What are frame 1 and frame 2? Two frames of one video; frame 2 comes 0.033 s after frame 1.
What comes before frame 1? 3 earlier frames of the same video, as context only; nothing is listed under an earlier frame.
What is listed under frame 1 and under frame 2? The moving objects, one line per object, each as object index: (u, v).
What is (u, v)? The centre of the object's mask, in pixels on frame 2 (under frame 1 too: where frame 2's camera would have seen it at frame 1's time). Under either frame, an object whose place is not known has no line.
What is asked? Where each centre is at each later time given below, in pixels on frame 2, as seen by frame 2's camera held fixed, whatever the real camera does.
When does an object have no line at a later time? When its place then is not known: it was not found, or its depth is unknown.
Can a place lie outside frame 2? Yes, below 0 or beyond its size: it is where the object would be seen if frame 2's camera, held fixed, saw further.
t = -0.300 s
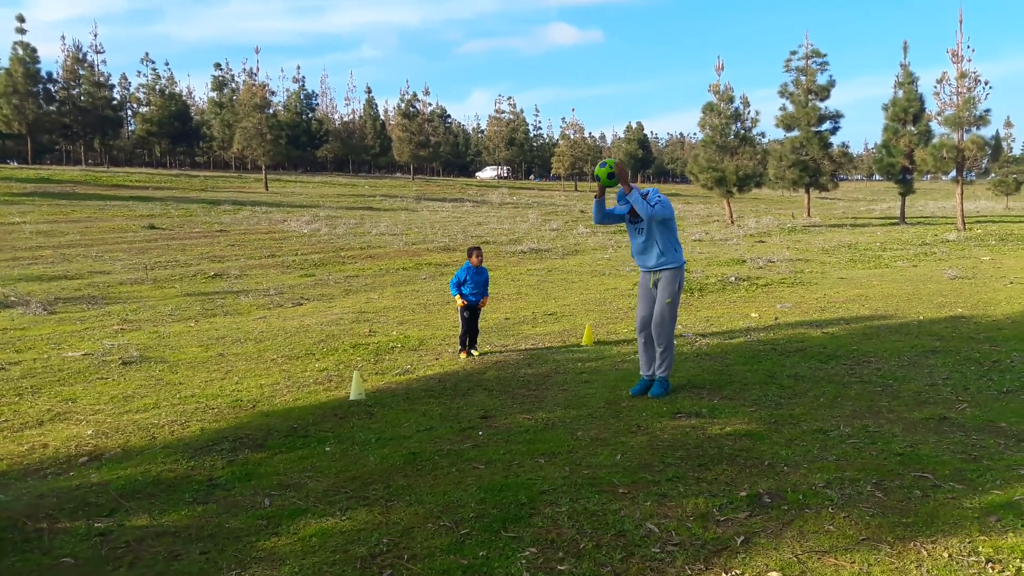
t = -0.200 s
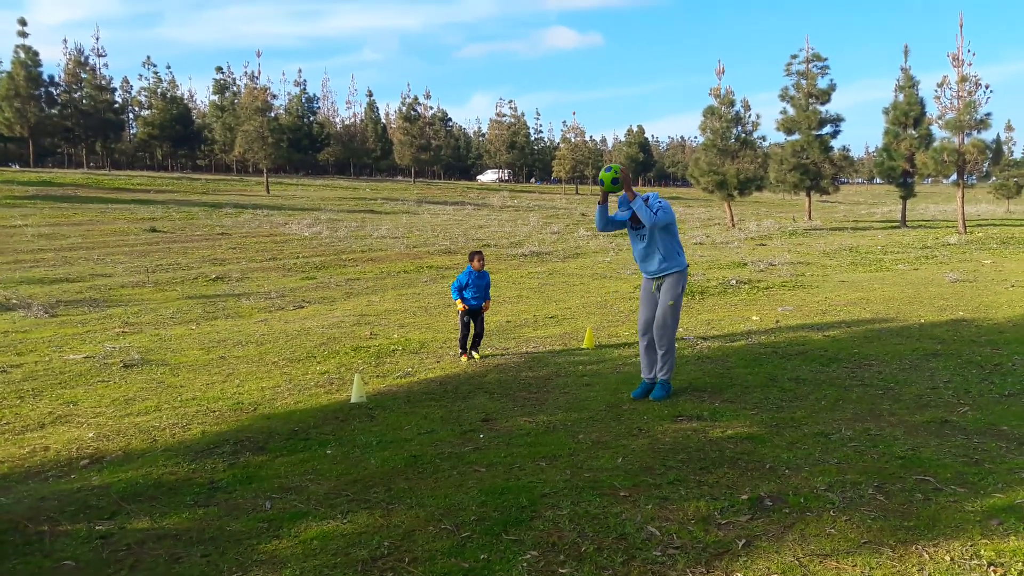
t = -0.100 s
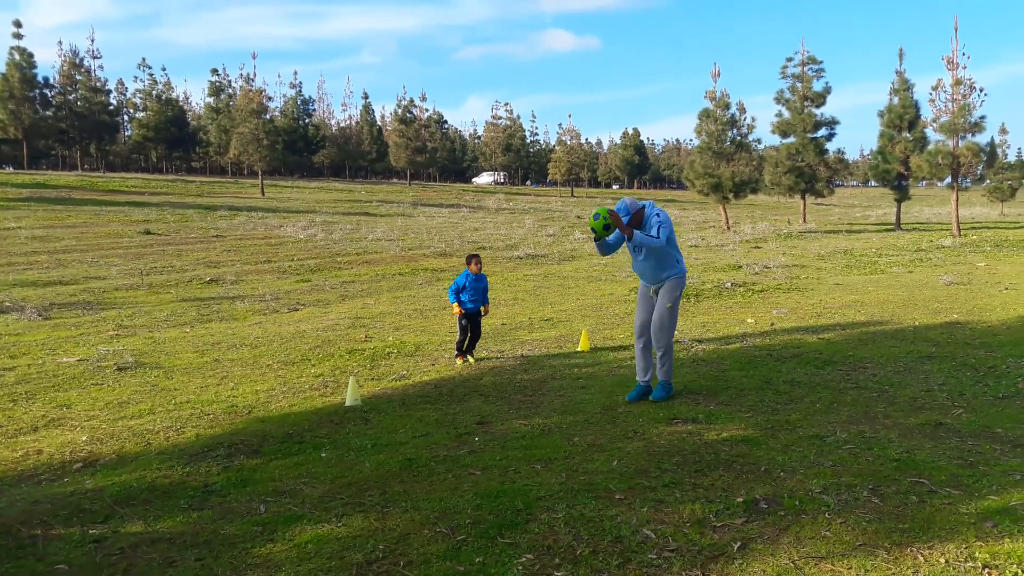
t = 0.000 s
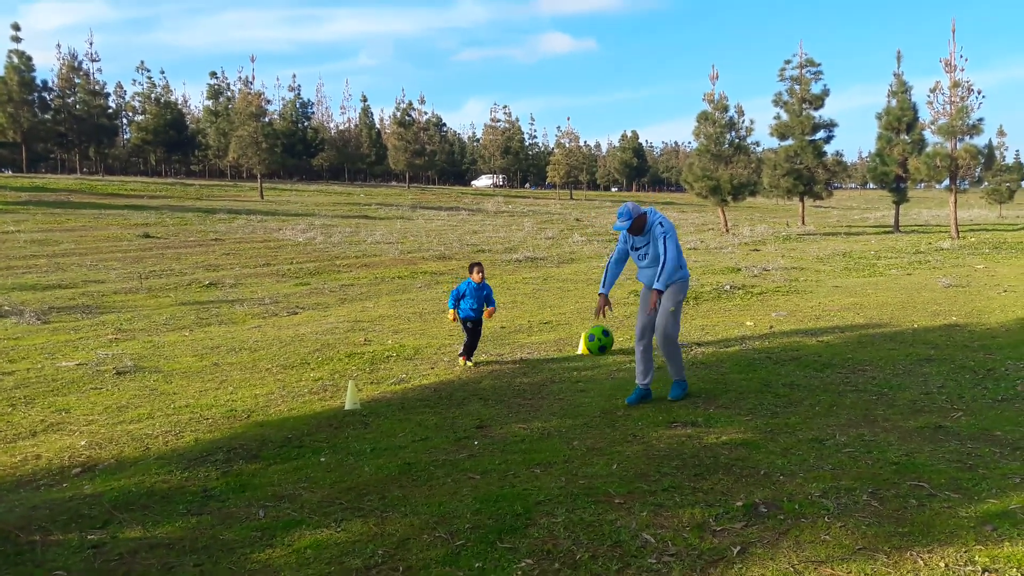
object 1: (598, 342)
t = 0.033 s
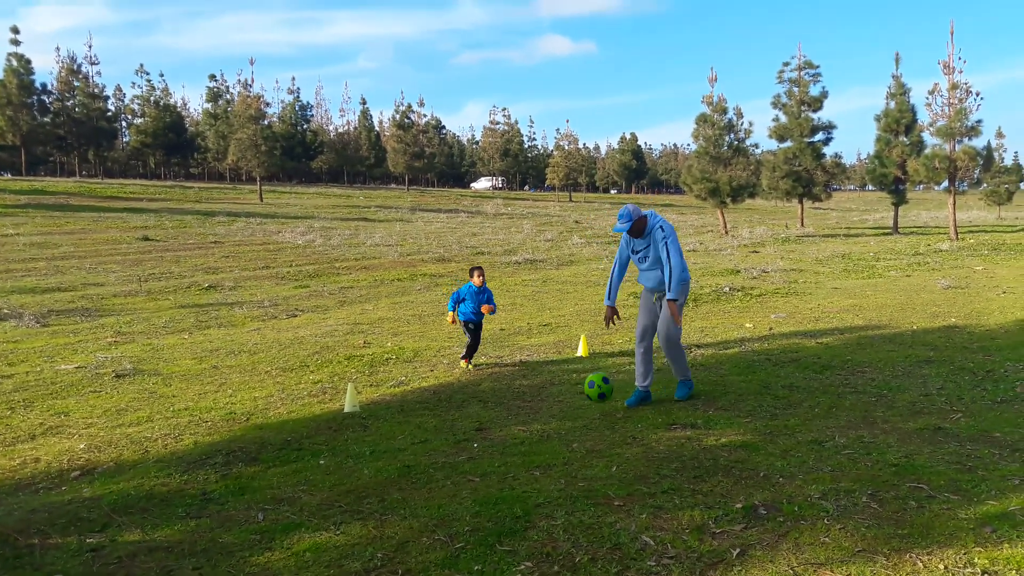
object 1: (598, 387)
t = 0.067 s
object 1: (598, 401)
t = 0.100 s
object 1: (597, 375)
